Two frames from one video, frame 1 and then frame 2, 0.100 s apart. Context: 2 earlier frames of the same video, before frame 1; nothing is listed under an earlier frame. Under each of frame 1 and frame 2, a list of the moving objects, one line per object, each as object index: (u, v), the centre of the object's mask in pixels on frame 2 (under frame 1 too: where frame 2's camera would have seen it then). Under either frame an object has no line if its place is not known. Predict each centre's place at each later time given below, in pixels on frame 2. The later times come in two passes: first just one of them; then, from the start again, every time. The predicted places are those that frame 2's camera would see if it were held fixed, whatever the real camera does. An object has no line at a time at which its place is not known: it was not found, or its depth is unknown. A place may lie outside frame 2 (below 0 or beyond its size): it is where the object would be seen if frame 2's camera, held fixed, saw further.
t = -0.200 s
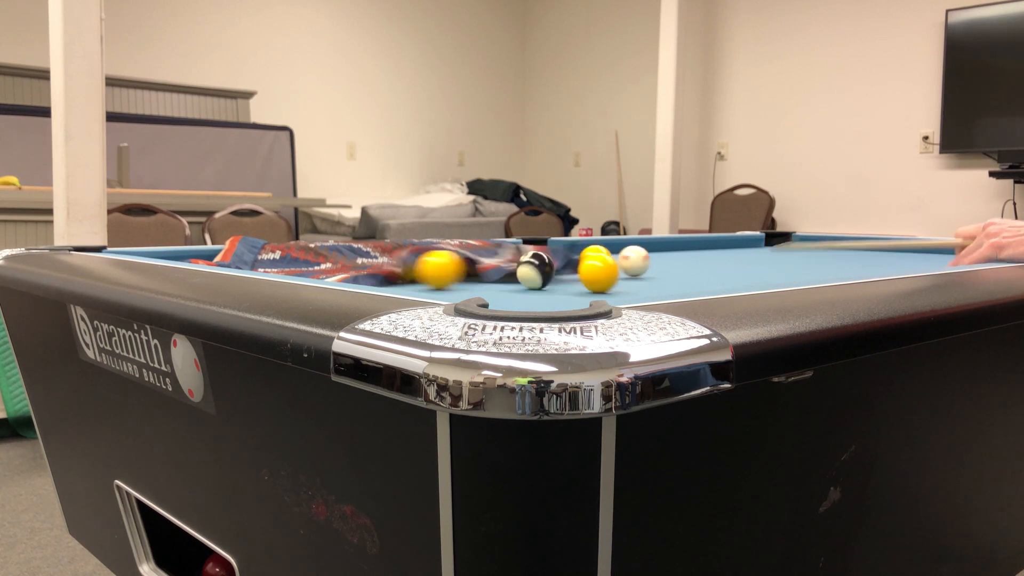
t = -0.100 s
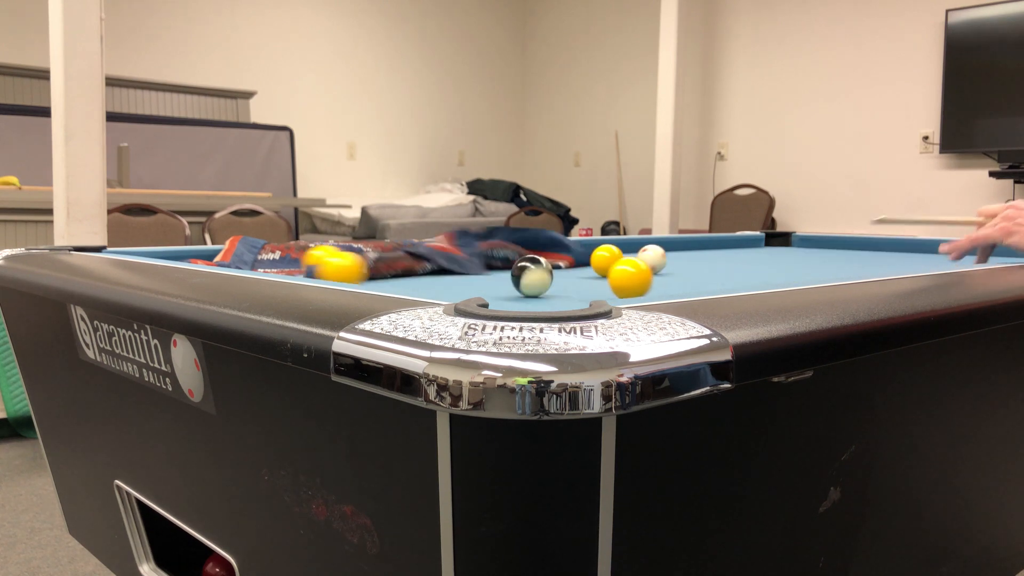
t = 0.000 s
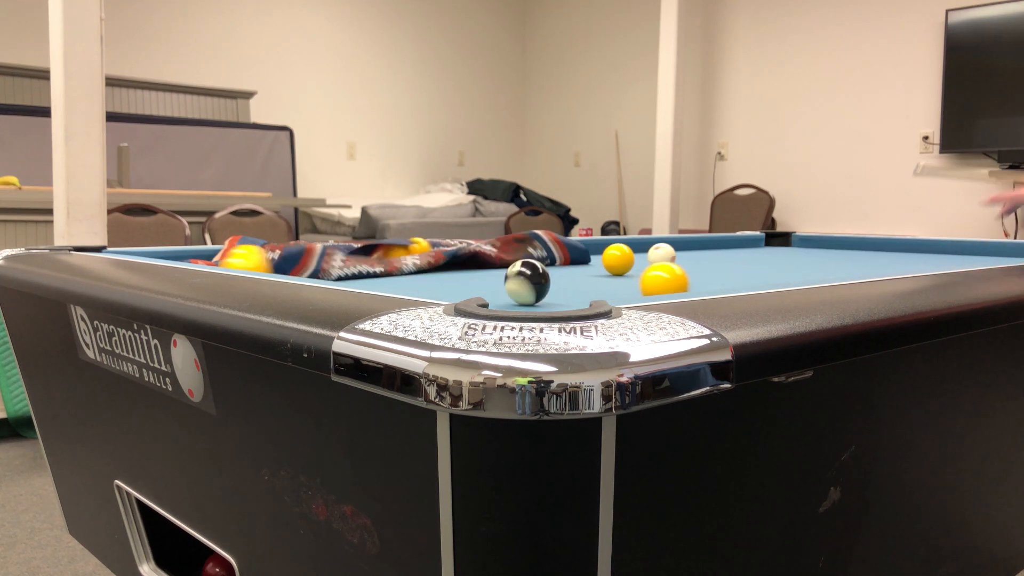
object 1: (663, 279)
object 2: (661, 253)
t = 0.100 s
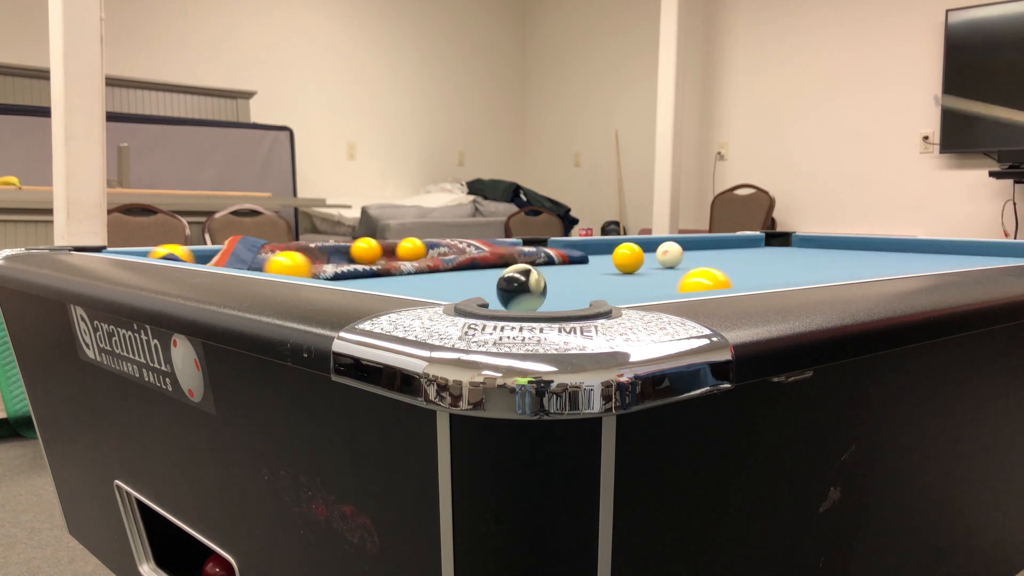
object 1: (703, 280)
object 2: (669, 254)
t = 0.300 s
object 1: (613, 284)
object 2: (683, 251)
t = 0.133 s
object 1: (718, 281)
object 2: (672, 254)
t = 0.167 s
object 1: (702, 281)
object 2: (674, 253)
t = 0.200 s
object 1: (677, 282)
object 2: (677, 252)
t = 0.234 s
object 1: (654, 283)
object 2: (679, 252)
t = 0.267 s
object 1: (633, 284)
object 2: (681, 251)
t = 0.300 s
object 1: (613, 284)
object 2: (683, 251)
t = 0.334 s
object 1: (592, 286)
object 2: (685, 250)
